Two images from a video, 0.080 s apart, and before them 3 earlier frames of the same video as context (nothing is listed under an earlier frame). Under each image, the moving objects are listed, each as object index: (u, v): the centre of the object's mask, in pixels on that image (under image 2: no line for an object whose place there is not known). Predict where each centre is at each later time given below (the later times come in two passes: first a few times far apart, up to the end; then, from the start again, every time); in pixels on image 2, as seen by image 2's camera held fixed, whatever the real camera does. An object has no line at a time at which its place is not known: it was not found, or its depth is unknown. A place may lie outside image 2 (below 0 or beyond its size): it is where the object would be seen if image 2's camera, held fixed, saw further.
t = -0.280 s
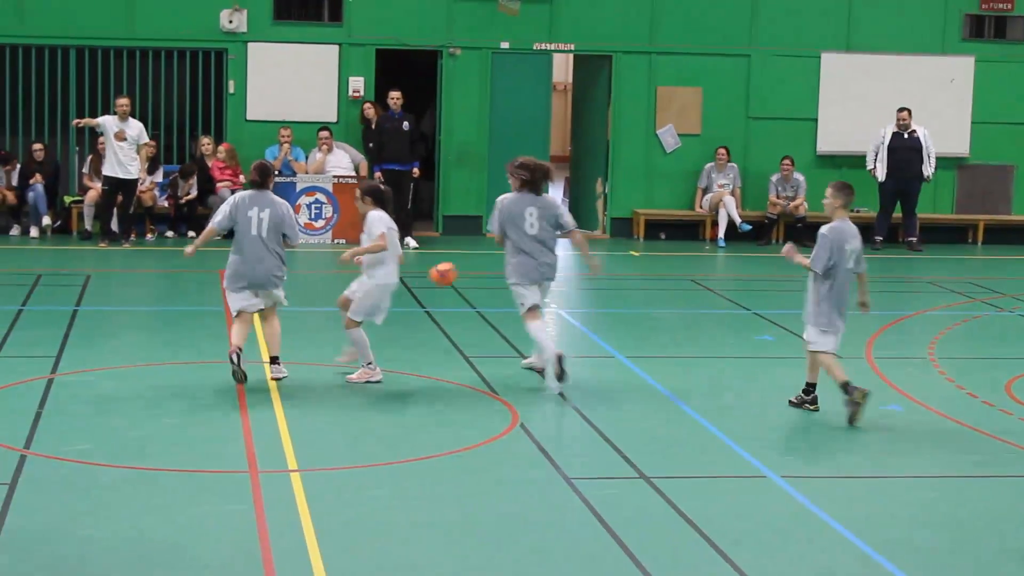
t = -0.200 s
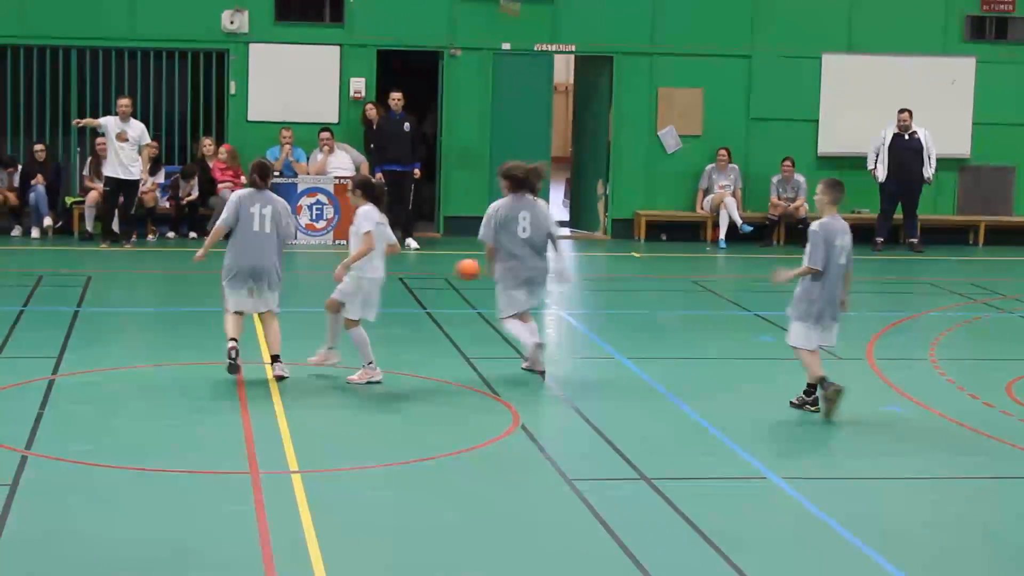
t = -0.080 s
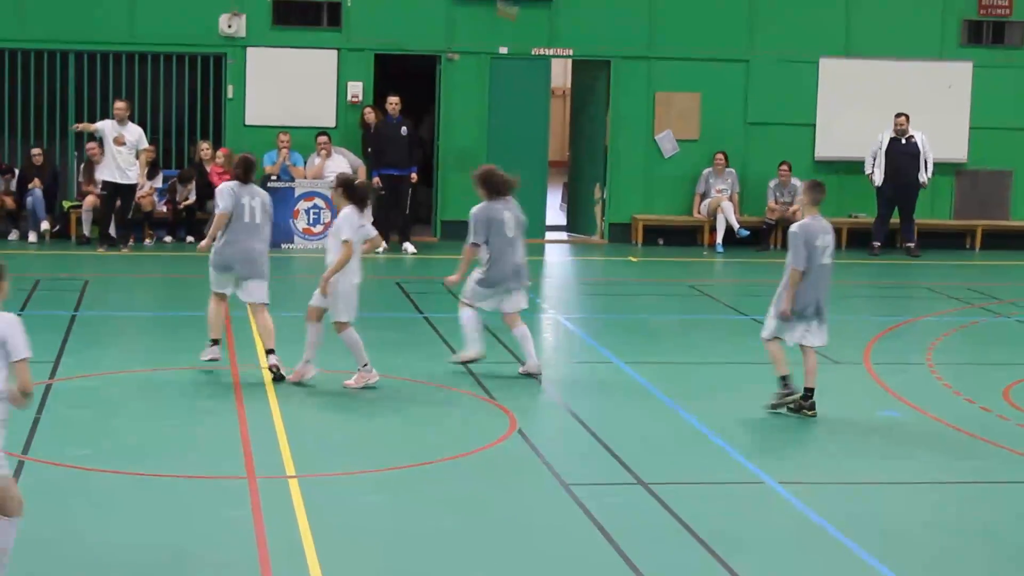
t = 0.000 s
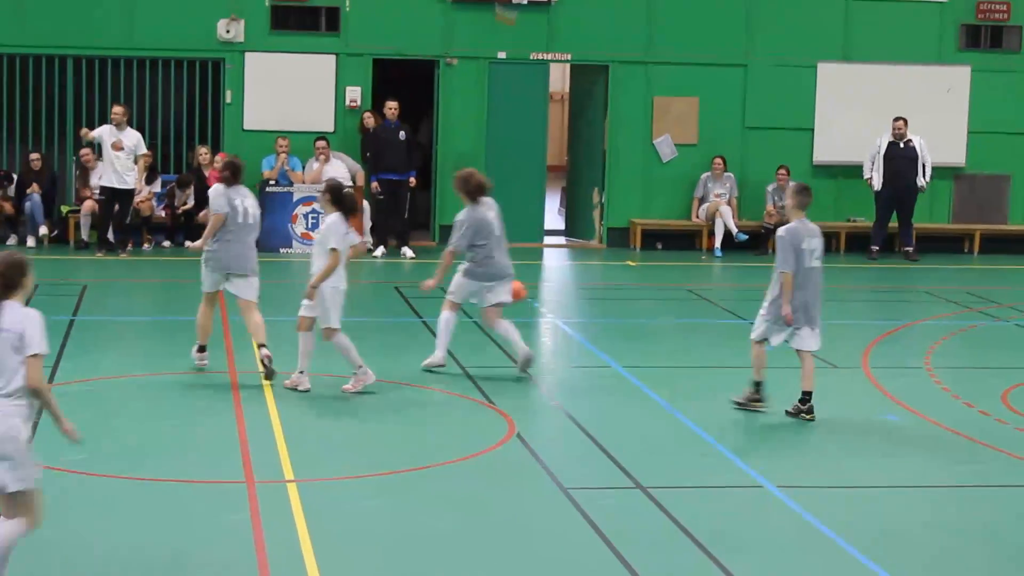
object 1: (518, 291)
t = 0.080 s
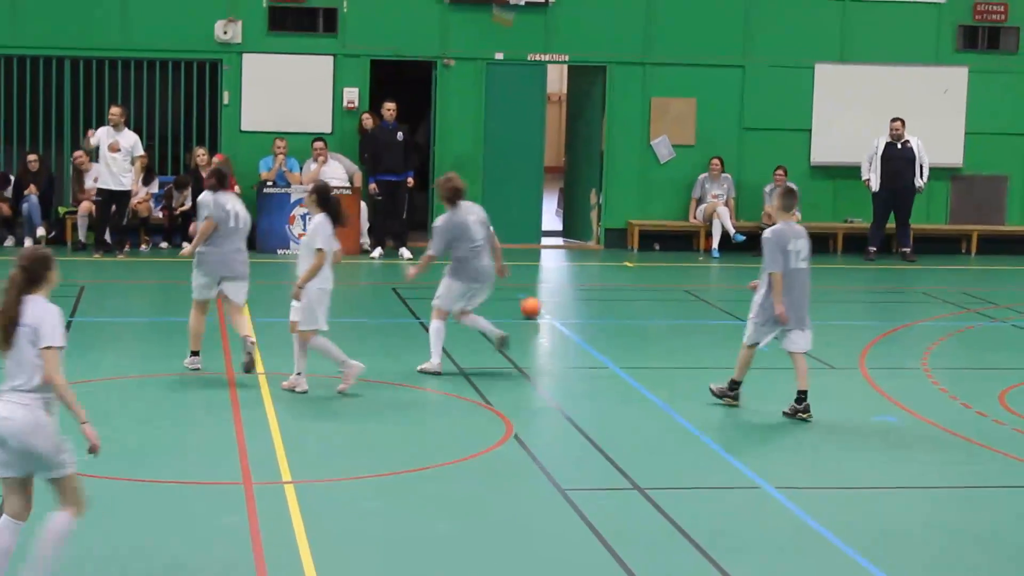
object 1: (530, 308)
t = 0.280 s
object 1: (542, 289)
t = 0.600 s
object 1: (550, 286)
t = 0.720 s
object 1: (551, 282)
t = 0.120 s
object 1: (534, 302)
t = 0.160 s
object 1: (536, 297)
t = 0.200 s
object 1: (538, 292)
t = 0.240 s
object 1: (540, 290)
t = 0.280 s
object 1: (542, 289)
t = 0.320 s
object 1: (544, 290)
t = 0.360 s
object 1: (546, 292)
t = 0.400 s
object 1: (547, 293)
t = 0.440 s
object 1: (548, 289)
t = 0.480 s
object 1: (548, 287)
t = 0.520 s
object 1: (549, 287)
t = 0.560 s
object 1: (549, 287)
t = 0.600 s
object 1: (550, 286)
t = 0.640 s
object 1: (550, 285)
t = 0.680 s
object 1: (550, 284)
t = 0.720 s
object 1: (551, 282)
